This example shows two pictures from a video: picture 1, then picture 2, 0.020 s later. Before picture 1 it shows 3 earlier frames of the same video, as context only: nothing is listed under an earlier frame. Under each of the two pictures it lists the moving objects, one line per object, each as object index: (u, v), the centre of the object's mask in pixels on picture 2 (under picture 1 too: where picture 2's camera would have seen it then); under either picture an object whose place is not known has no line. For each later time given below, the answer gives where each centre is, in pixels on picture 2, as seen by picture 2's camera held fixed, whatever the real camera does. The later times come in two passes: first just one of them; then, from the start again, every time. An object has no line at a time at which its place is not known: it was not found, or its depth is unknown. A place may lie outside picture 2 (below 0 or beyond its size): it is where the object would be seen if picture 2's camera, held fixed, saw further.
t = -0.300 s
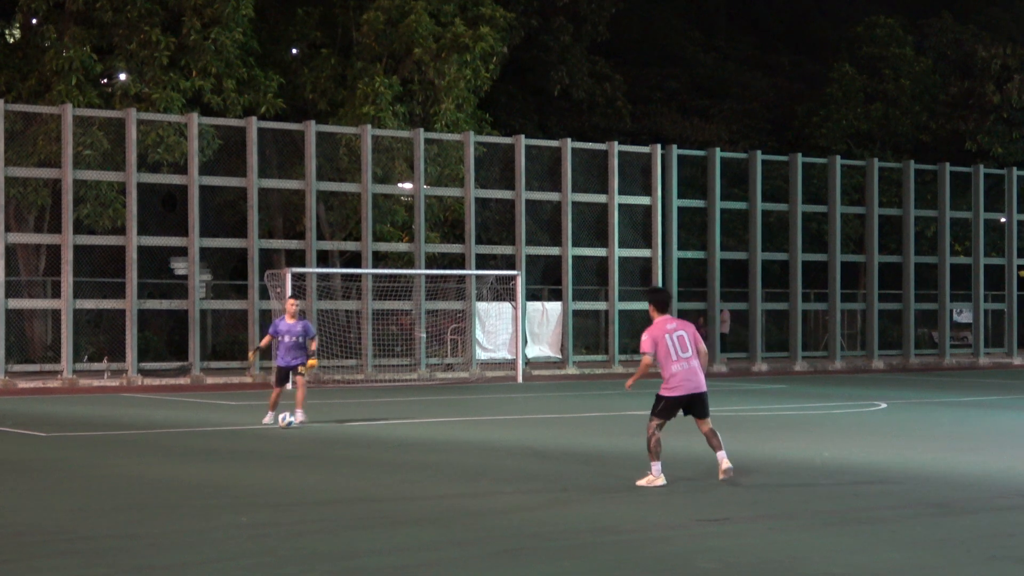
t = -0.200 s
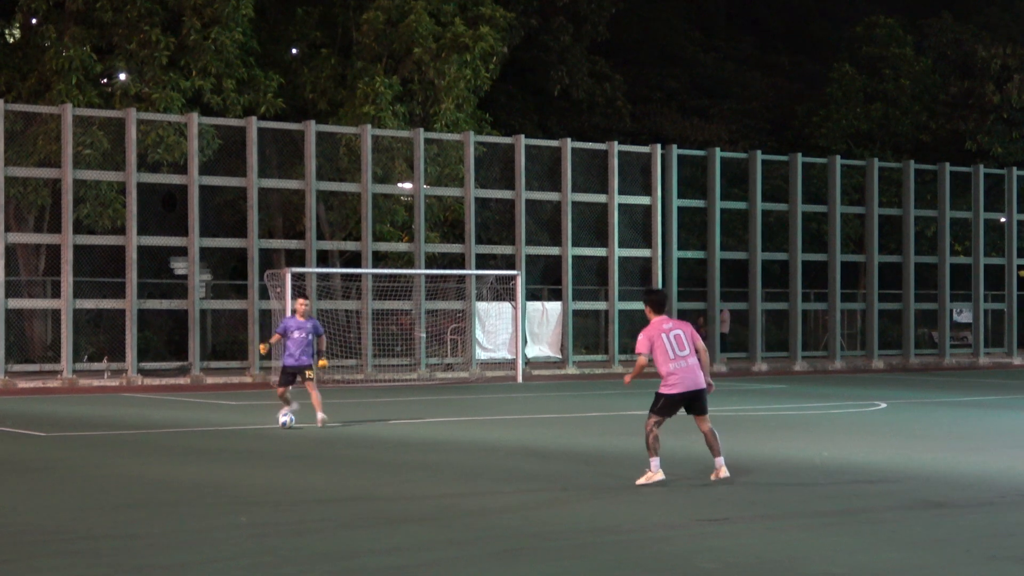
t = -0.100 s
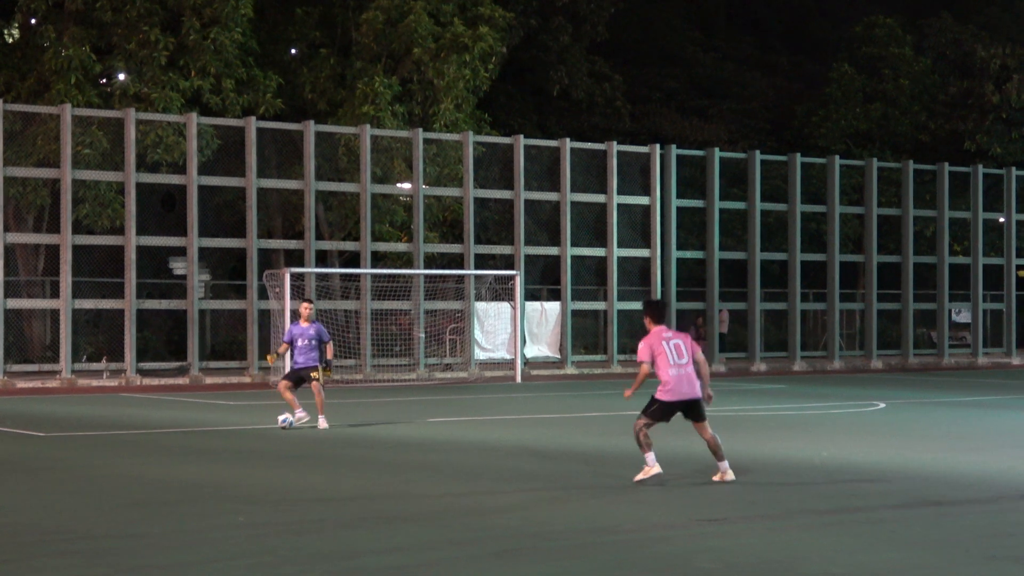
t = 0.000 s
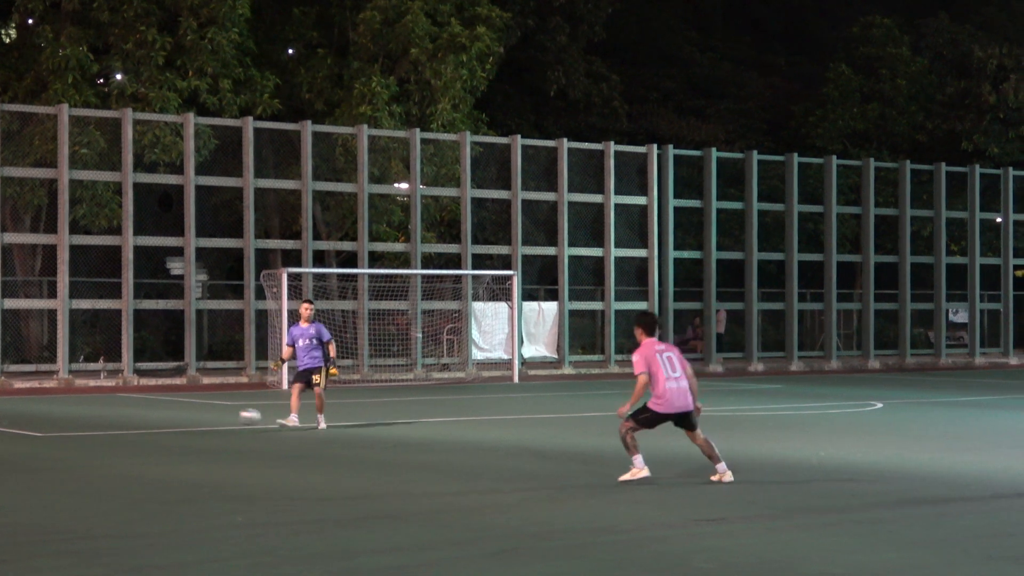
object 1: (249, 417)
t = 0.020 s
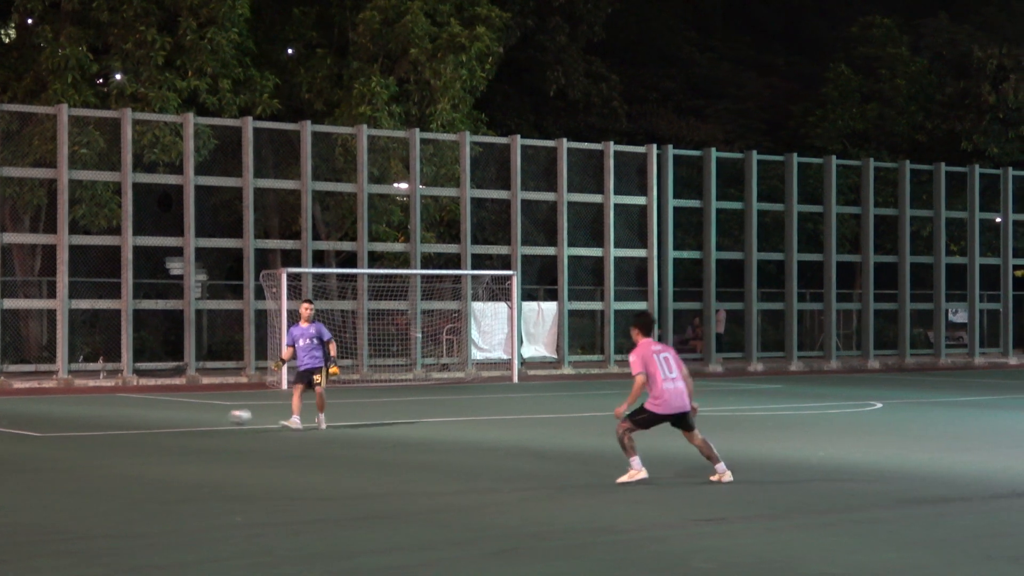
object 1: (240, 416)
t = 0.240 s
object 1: (134, 433)
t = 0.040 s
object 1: (231, 416)
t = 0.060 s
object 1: (222, 416)
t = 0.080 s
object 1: (213, 417)
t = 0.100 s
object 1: (203, 418)
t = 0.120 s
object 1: (193, 419)
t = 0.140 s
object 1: (184, 421)
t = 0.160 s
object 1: (174, 423)
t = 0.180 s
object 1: (165, 424)
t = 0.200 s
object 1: (154, 427)
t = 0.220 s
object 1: (144, 429)
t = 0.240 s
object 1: (134, 433)
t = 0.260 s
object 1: (126, 433)
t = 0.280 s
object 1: (118, 431)
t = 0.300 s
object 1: (109, 430)
